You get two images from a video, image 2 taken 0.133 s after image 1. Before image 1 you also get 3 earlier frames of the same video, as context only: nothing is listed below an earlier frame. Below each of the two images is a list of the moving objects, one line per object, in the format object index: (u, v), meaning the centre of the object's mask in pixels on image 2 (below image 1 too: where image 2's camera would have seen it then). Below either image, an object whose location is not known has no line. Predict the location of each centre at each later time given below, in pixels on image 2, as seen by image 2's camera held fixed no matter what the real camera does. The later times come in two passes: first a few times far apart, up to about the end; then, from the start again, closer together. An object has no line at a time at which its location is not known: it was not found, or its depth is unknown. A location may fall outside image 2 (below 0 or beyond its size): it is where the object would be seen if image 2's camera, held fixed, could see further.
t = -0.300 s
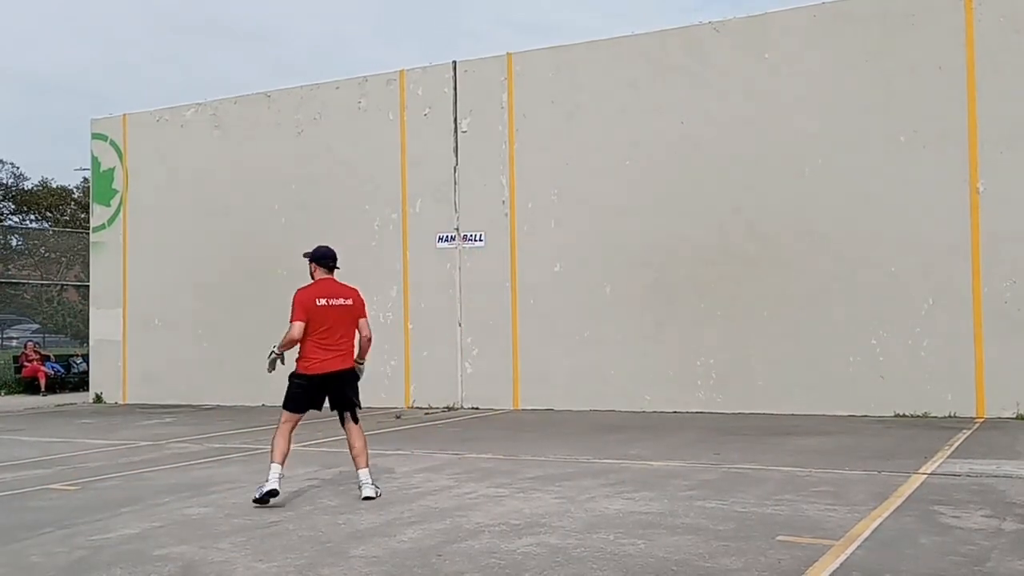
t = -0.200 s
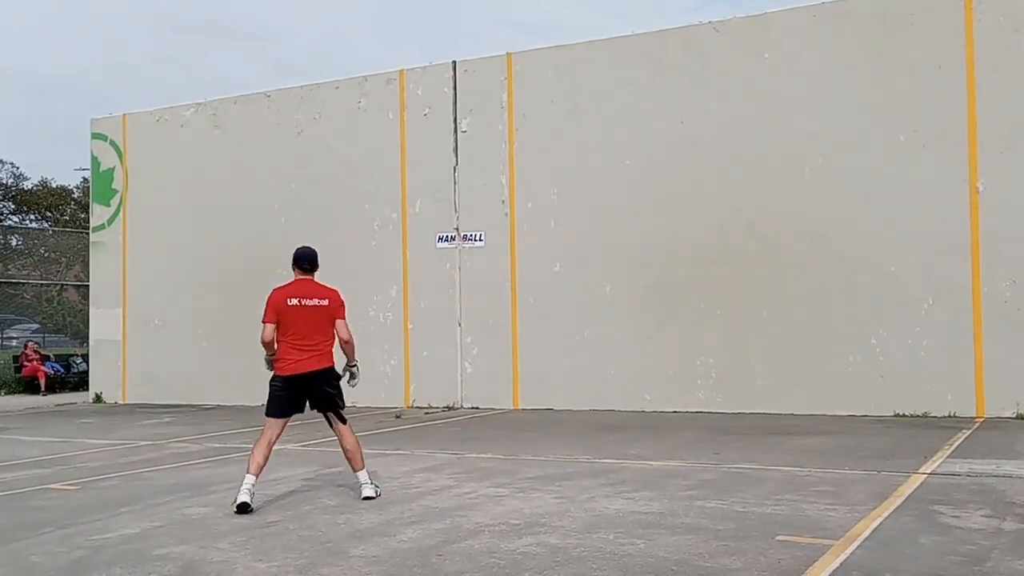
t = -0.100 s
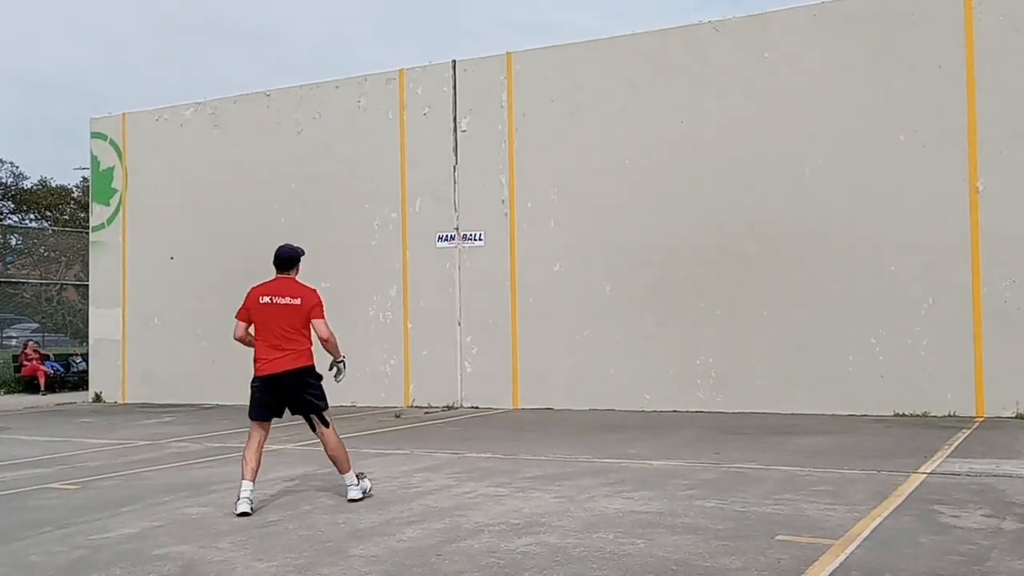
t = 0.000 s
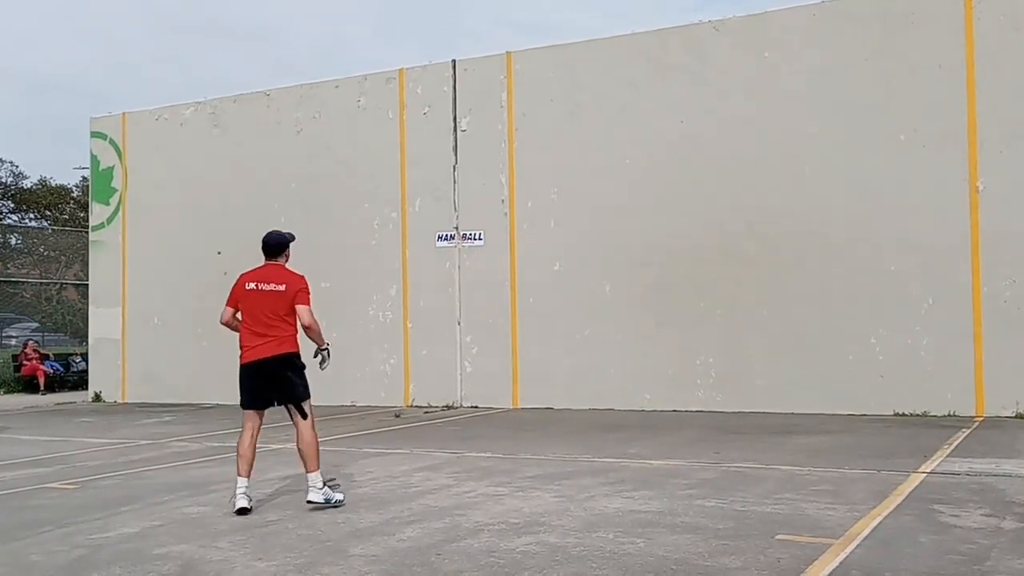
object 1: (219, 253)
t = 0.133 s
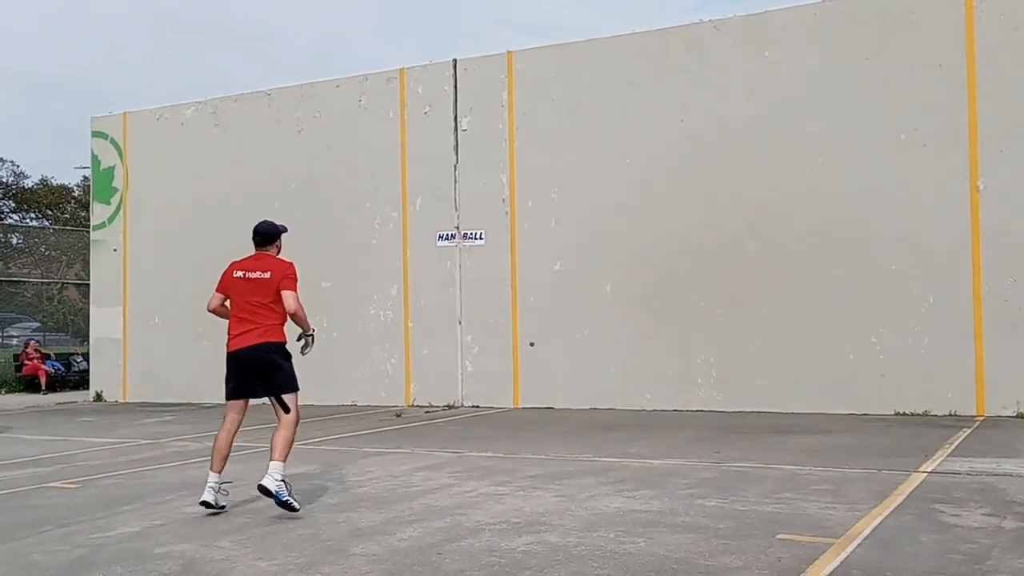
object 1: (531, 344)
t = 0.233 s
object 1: (661, 382)
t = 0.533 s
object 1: (795, 321)
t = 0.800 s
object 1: (802, 220)
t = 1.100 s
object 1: (817, 155)
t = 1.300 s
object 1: (835, 168)
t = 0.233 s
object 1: (661, 382)
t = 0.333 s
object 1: (759, 411)
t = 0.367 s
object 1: (776, 395)
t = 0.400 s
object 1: (792, 381)
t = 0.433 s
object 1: (793, 365)
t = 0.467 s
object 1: (794, 350)
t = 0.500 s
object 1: (795, 336)
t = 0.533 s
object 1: (795, 321)
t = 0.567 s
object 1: (795, 307)
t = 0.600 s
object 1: (796, 293)
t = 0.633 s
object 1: (797, 280)
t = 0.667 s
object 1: (798, 267)
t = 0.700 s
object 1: (799, 255)
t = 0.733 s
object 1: (800, 243)
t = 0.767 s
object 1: (801, 231)
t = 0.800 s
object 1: (802, 220)
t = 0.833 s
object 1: (803, 210)
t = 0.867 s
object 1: (805, 200)
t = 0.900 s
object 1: (806, 191)
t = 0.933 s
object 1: (807, 183)
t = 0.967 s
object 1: (809, 175)
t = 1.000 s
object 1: (811, 168)
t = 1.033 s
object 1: (813, 163)
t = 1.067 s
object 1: (815, 158)
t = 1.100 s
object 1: (817, 155)
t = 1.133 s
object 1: (820, 153)
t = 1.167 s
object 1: (822, 152)
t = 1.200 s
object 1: (825, 153)
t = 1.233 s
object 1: (828, 156)
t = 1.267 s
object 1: (832, 160)
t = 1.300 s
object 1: (835, 168)
